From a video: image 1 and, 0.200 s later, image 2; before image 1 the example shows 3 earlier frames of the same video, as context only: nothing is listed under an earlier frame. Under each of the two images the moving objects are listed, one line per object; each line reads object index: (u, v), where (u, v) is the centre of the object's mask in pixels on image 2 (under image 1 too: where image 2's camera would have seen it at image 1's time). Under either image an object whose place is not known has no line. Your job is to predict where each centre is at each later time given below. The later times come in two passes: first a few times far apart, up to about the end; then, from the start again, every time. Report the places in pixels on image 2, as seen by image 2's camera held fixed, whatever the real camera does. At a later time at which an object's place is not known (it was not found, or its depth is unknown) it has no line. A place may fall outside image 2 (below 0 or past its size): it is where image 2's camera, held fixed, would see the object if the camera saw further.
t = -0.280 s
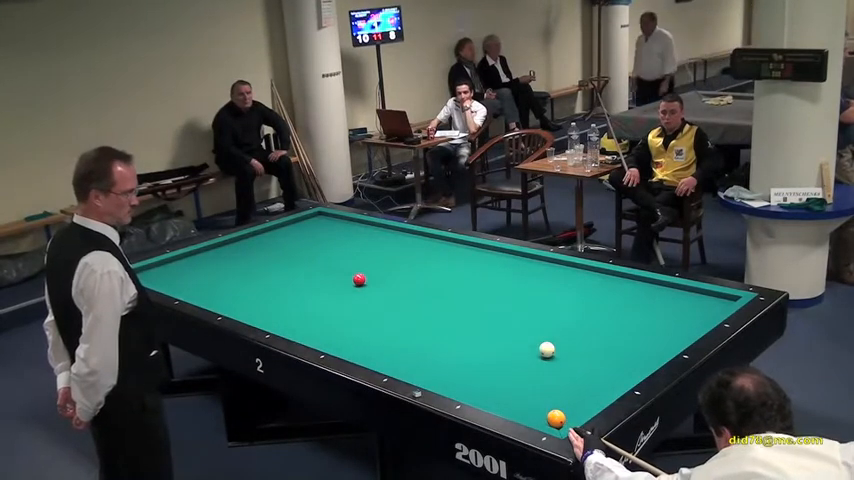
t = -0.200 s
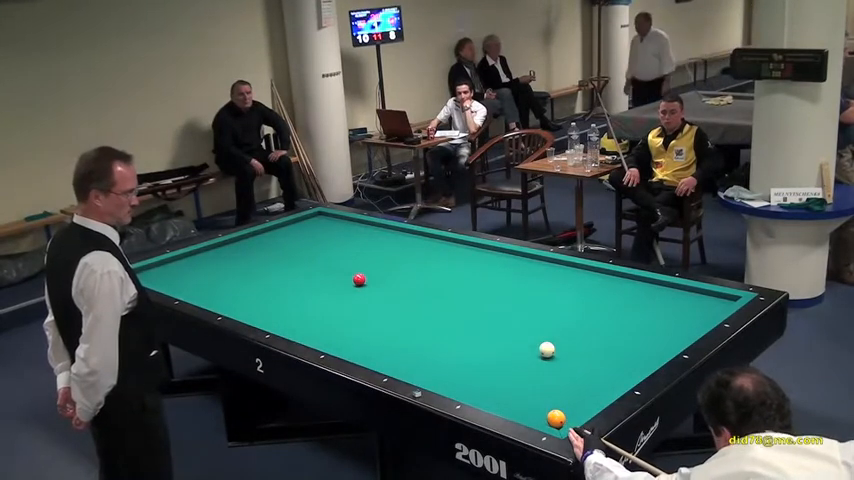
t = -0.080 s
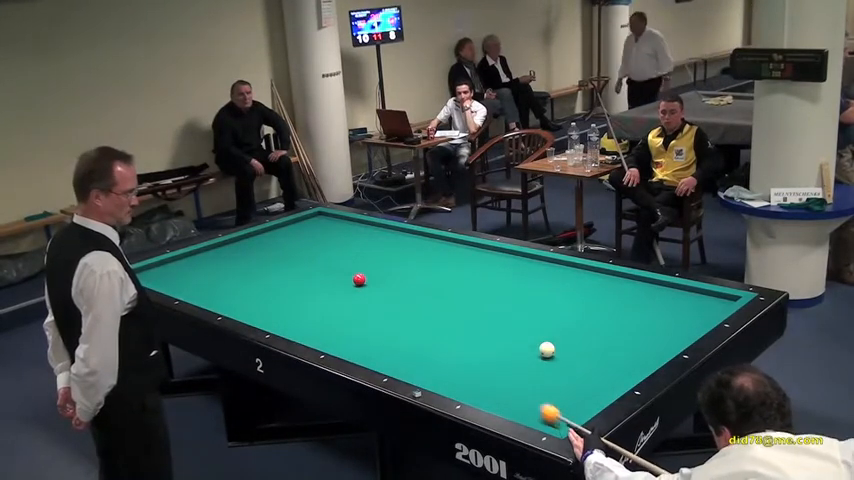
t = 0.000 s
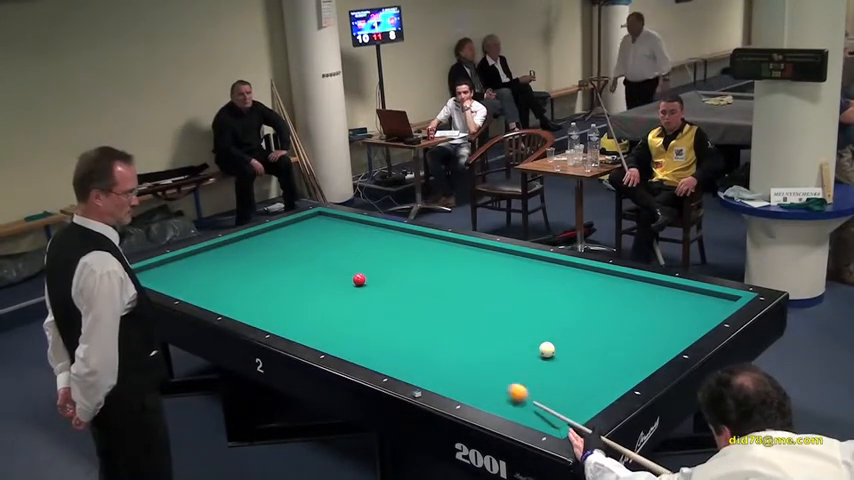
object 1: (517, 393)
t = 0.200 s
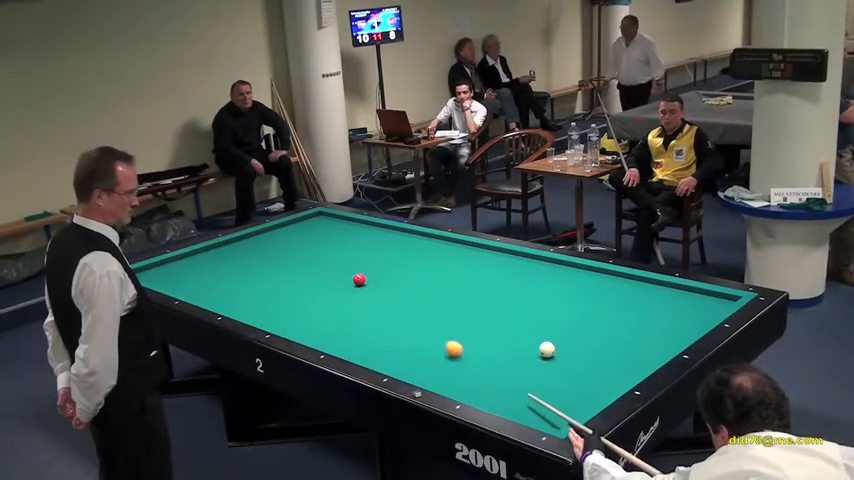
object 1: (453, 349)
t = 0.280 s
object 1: (432, 334)
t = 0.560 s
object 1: (369, 291)
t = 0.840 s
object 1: (314, 283)
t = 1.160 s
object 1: (256, 276)
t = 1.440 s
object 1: (210, 270)
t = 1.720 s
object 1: (167, 265)
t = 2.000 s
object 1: (163, 270)
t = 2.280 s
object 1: (171, 279)
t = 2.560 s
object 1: (179, 287)
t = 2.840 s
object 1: (191, 294)
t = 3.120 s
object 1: (211, 298)
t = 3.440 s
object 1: (234, 303)
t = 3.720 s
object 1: (254, 307)
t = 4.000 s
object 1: (275, 311)
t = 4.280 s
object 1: (296, 315)
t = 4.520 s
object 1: (314, 318)
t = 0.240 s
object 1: (442, 341)
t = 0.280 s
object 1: (432, 334)
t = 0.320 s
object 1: (421, 327)
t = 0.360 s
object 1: (412, 321)
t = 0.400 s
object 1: (403, 314)
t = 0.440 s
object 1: (394, 308)
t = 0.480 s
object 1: (385, 303)
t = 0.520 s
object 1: (377, 297)
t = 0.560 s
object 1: (369, 291)
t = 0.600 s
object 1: (362, 286)
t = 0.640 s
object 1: (354, 284)
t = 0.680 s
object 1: (345, 284)
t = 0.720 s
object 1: (338, 284)
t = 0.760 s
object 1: (330, 284)
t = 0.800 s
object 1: (322, 283)
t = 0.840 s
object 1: (314, 283)
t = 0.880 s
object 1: (307, 282)
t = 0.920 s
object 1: (299, 281)
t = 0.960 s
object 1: (292, 281)
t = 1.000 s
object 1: (285, 280)
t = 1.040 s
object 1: (277, 279)
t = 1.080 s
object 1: (270, 278)
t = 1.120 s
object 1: (263, 277)
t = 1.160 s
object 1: (256, 276)
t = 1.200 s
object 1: (249, 275)
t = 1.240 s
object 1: (243, 274)
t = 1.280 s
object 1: (236, 274)
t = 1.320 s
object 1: (230, 273)
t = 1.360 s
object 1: (223, 272)
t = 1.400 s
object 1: (217, 271)
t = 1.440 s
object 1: (210, 270)
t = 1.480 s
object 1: (204, 270)
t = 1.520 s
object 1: (198, 269)
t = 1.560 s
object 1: (191, 268)
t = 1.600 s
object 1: (185, 268)
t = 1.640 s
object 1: (179, 267)
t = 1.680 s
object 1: (173, 266)
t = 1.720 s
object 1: (167, 265)
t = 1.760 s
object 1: (161, 264)
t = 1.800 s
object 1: (156, 264)
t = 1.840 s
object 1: (157, 265)
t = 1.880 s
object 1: (159, 267)
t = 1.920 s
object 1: (161, 268)
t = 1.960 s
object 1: (162, 269)
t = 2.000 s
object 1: (163, 270)
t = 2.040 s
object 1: (164, 271)
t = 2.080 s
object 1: (165, 272)
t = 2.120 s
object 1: (166, 274)
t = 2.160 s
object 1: (167, 275)
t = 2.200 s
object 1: (168, 276)
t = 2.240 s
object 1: (170, 278)
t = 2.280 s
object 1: (171, 279)
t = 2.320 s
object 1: (172, 280)
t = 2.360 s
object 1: (173, 281)
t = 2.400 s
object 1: (174, 282)
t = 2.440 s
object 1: (175, 283)
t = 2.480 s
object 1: (176, 285)
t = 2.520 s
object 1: (178, 286)
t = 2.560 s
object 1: (179, 287)
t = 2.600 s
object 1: (180, 288)
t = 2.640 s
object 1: (182, 289)
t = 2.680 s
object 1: (183, 290)
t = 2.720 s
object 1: (184, 291)
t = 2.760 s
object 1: (185, 292)
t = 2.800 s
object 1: (188, 293)
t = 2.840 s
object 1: (191, 294)
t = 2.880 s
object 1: (194, 294)
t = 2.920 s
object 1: (197, 295)
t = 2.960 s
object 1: (200, 295)
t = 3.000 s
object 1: (203, 296)
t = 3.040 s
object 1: (205, 297)
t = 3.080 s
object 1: (208, 298)
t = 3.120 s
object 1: (211, 298)
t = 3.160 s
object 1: (214, 299)
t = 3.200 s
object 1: (217, 300)
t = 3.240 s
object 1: (220, 301)
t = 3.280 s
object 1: (222, 301)
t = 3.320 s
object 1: (225, 302)
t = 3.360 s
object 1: (228, 302)
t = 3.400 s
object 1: (231, 303)
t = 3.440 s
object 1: (234, 303)
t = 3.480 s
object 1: (237, 304)
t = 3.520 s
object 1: (240, 304)
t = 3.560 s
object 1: (243, 305)
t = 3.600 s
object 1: (246, 306)
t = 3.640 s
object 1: (248, 307)
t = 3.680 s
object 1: (251, 307)
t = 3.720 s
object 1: (254, 307)
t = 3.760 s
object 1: (257, 308)
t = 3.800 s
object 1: (261, 308)
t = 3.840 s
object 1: (263, 309)
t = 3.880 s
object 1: (266, 309)
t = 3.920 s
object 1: (269, 310)
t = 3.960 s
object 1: (272, 310)
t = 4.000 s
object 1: (275, 311)
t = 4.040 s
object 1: (278, 312)
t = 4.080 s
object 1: (281, 312)
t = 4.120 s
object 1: (284, 313)
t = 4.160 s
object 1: (287, 314)
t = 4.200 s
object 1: (290, 314)
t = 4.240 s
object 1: (293, 315)
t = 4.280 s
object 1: (296, 315)
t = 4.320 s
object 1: (299, 316)
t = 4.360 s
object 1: (302, 316)
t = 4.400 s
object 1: (305, 317)
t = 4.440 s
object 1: (308, 317)
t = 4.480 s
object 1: (311, 318)
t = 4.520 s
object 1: (314, 318)
